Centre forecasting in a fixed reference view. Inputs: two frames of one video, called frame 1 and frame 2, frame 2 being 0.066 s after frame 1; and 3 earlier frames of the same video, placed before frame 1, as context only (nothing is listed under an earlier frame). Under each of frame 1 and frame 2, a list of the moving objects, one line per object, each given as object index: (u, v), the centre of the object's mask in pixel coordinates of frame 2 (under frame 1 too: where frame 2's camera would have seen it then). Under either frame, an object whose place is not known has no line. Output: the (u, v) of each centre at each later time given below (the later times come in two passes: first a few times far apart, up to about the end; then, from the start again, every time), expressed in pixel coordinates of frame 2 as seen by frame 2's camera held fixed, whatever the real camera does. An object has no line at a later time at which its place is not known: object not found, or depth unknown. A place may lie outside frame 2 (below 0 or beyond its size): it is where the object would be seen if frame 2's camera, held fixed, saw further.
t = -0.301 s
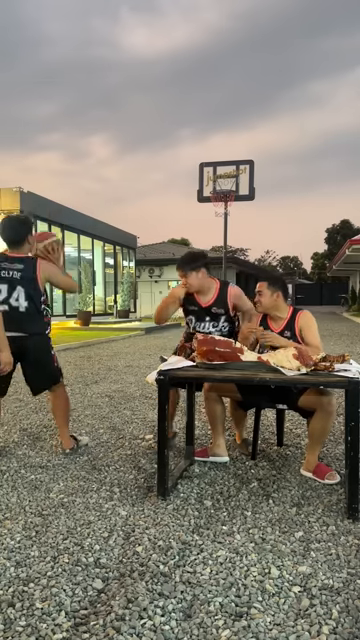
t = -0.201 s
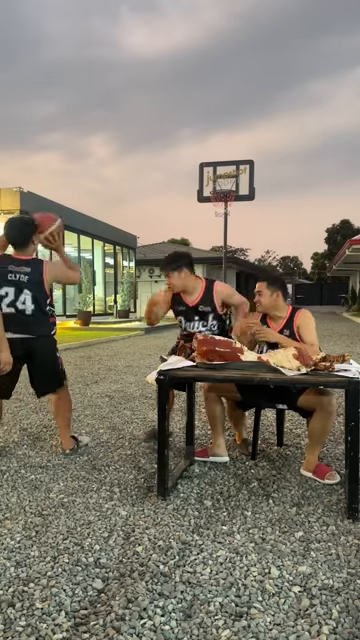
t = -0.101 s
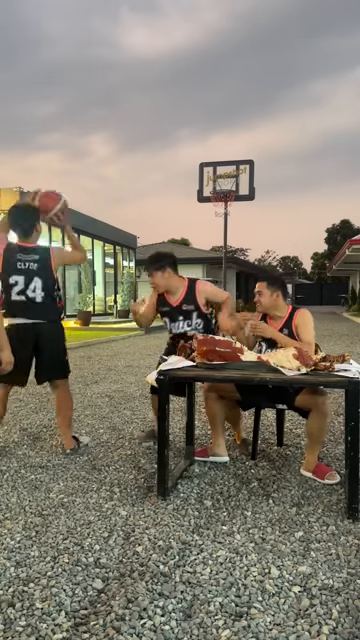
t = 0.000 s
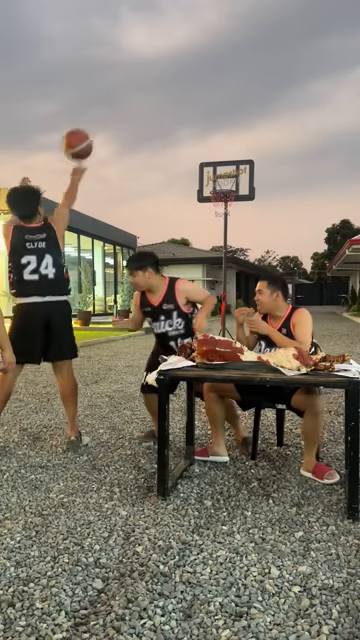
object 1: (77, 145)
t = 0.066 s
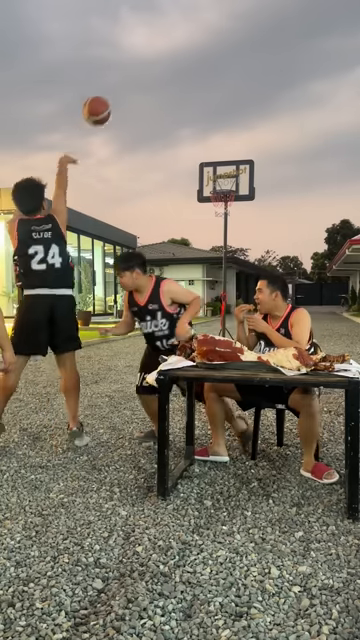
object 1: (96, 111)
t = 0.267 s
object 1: (141, 59)
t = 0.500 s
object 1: (176, 58)
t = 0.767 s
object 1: (204, 102)
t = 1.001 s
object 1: (223, 164)
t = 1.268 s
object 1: (247, 243)
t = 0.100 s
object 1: (105, 97)
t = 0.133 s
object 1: (113, 86)
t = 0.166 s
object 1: (120, 76)
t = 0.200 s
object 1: (128, 69)
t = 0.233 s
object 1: (134, 63)
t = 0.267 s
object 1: (141, 59)
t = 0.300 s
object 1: (146, 55)
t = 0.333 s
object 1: (152, 54)
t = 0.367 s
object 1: (157, 53)
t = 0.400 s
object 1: (162, 53)
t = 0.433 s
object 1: (167, 54)
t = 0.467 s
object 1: (171, 55)
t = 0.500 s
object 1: (176, 58)
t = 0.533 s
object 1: (180, 62)
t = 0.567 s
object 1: (184, 66)
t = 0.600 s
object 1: (188, 70)
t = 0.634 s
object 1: (192, 76)
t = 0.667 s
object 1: (195, 82)
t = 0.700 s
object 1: (198, 88)
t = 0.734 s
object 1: (202, 95)
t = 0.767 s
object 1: (204, 102)
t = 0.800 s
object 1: (208, 109)
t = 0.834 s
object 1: (211, 118)
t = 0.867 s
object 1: (214, 126)
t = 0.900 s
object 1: (216, 136)
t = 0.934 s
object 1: (218, 145)
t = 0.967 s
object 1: (221, 154)
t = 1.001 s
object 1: (223, 164)
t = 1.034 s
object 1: (226, 174)
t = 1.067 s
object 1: (228, 186)
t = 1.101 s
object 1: (228, 195)
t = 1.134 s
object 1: (234, 203)
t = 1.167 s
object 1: (237, 212)
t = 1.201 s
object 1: (240, 222)
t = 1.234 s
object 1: (243, 232)
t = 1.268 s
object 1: (247, 243)
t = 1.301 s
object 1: (250, 253)
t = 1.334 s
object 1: (251, 265)
